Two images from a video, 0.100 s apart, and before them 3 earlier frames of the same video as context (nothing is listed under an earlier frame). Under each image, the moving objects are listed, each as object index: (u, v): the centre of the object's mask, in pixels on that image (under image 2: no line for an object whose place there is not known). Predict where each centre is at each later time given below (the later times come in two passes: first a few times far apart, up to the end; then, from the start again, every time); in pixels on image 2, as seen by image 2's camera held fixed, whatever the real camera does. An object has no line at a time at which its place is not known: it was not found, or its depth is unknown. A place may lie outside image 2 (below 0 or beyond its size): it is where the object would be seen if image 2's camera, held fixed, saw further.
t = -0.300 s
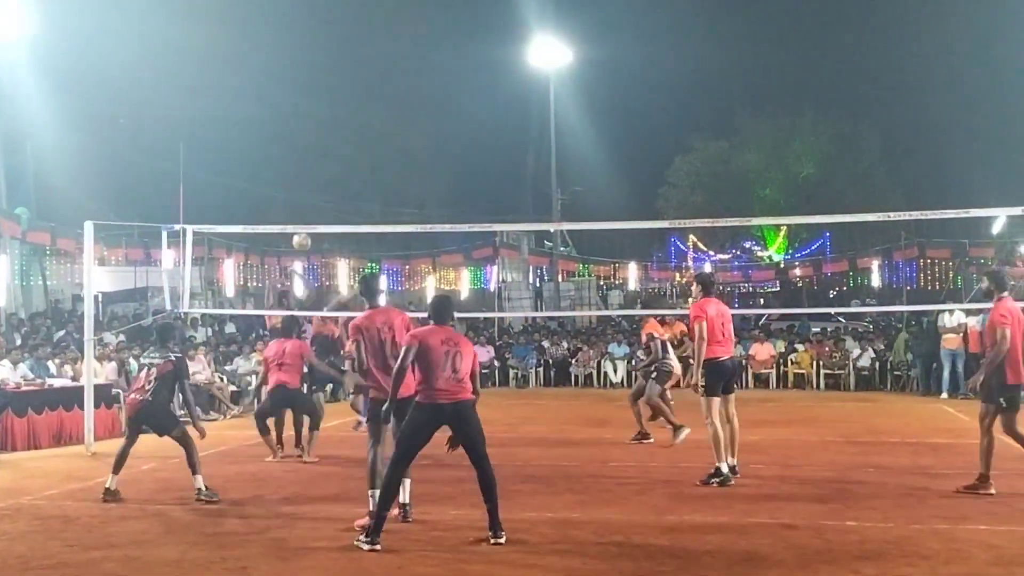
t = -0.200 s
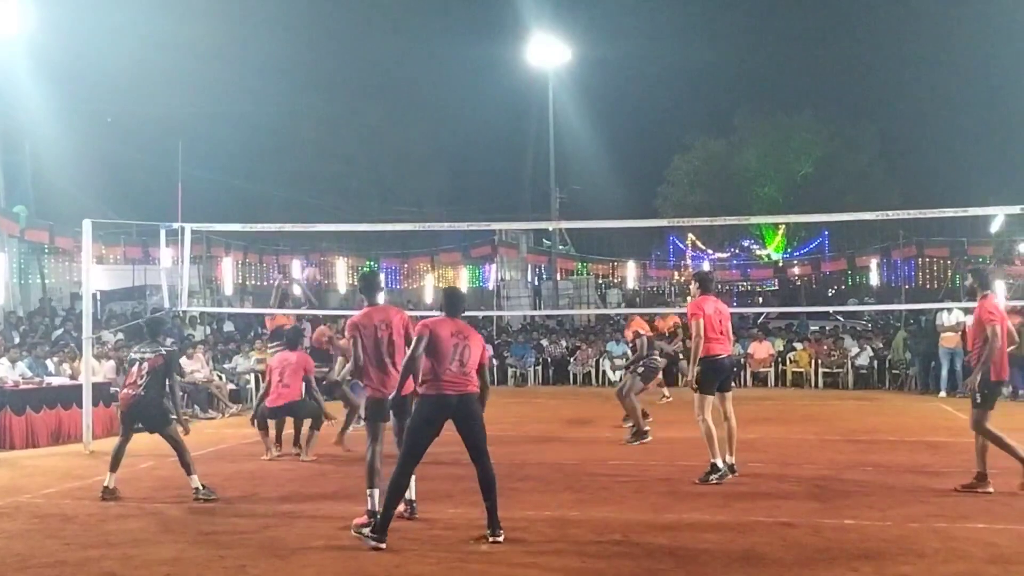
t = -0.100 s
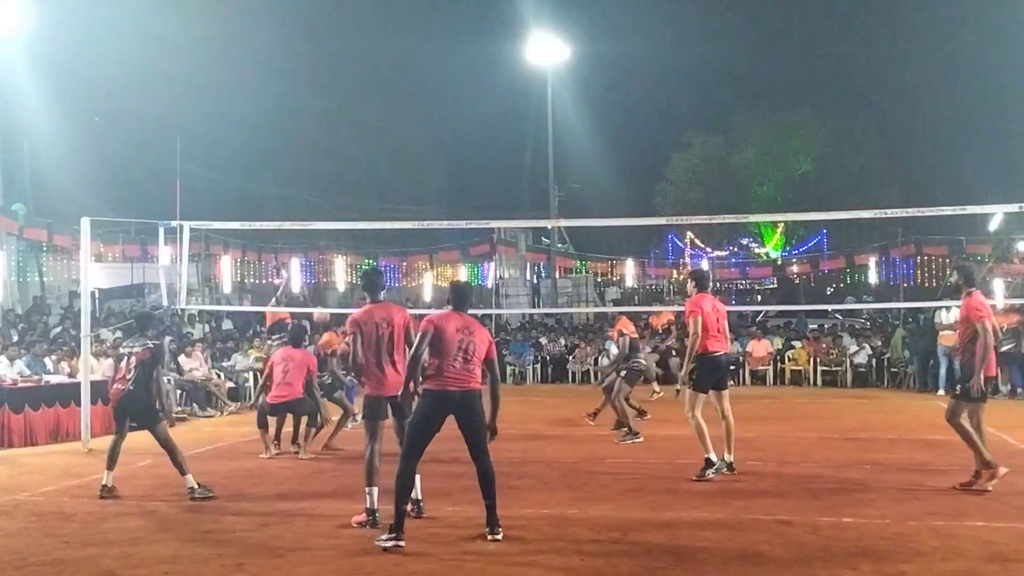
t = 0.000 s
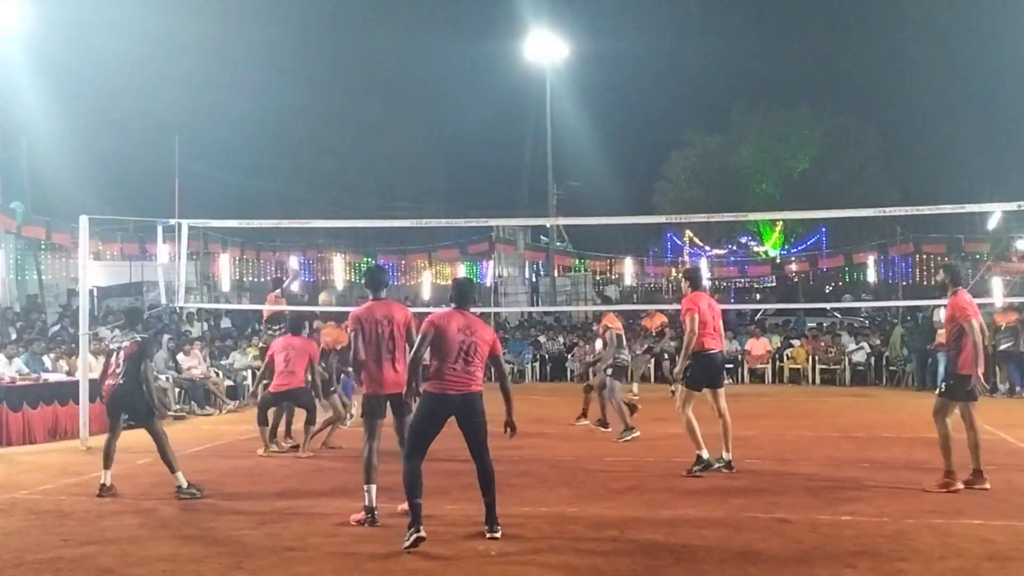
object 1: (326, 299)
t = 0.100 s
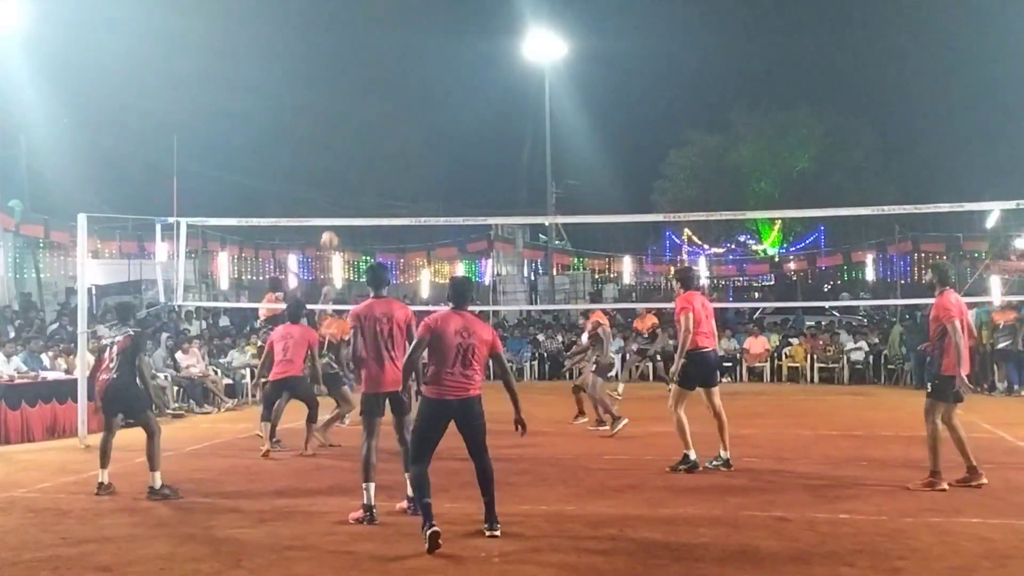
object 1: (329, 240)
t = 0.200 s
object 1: (333, 190)
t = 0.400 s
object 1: (342, 110)
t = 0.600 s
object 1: (349, 61)
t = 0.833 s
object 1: (360, 40)
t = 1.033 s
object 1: (369, 58)
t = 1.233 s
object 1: (379, 105)
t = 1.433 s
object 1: (390, 184)
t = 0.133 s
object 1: (331, 228)
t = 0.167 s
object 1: (332, 206)
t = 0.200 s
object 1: (333, 190)
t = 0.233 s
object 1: (335, 174)
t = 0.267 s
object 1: (336, 160)
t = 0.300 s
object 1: (337, 146)
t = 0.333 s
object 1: (339, 133)
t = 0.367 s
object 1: (340, 121)
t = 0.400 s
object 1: (342, 110)
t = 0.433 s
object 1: (343, 101)
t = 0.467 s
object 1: (344, 91)
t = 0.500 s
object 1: (345, 83)
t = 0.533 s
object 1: (347, 75)
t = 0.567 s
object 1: (348, 67)
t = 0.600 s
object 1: (349, 61)
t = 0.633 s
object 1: (351, 56)
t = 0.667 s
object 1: (352, 51)
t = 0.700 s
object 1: (354, 47)
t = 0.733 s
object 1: (355, 44)
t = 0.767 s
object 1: (357, 42)
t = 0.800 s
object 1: (358, 41)
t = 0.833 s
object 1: (360, 40)
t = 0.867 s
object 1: (361, 41)
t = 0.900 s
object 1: (363, 43)
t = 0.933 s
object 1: (365, 45)
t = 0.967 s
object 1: (366, 49)
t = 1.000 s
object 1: (367, 53)
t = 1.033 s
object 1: (369, 58)
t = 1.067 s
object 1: (371, 63)
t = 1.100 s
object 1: (372, 70)
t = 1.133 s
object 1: (374, 78)
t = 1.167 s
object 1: (376, 86)
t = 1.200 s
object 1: (377, 95)
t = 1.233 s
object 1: (379, 105)
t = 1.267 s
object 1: (381, 116)
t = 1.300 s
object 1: (382, 128)
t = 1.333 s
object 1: (384, 141)
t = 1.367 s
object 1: (386, 154)
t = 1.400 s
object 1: (388, 169)
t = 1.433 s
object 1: (390, 184)
